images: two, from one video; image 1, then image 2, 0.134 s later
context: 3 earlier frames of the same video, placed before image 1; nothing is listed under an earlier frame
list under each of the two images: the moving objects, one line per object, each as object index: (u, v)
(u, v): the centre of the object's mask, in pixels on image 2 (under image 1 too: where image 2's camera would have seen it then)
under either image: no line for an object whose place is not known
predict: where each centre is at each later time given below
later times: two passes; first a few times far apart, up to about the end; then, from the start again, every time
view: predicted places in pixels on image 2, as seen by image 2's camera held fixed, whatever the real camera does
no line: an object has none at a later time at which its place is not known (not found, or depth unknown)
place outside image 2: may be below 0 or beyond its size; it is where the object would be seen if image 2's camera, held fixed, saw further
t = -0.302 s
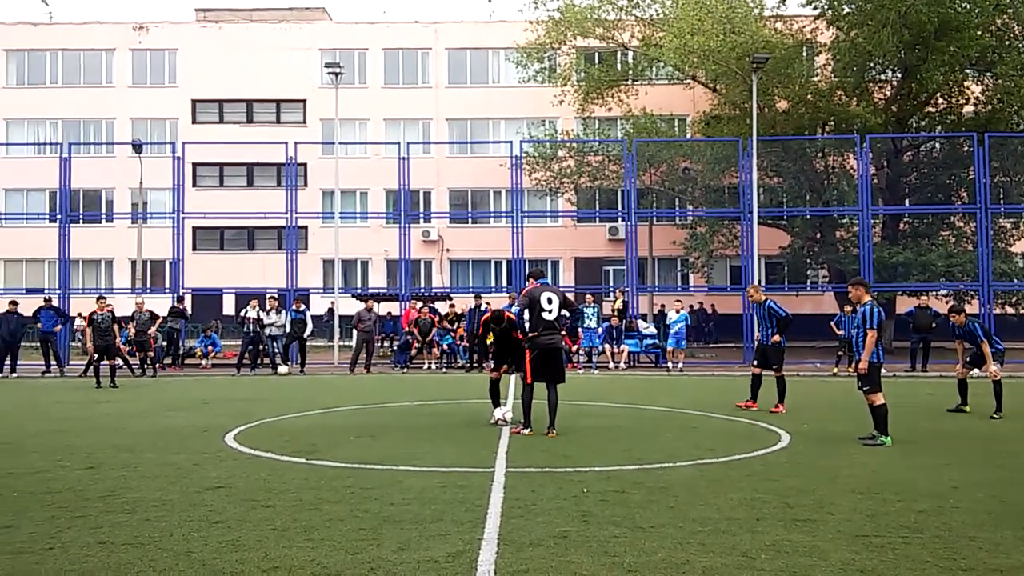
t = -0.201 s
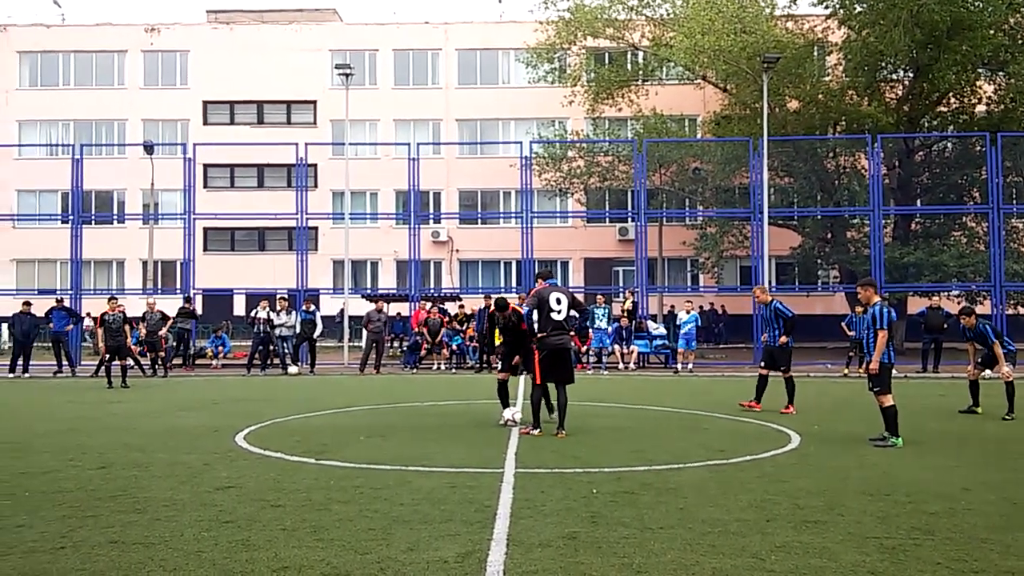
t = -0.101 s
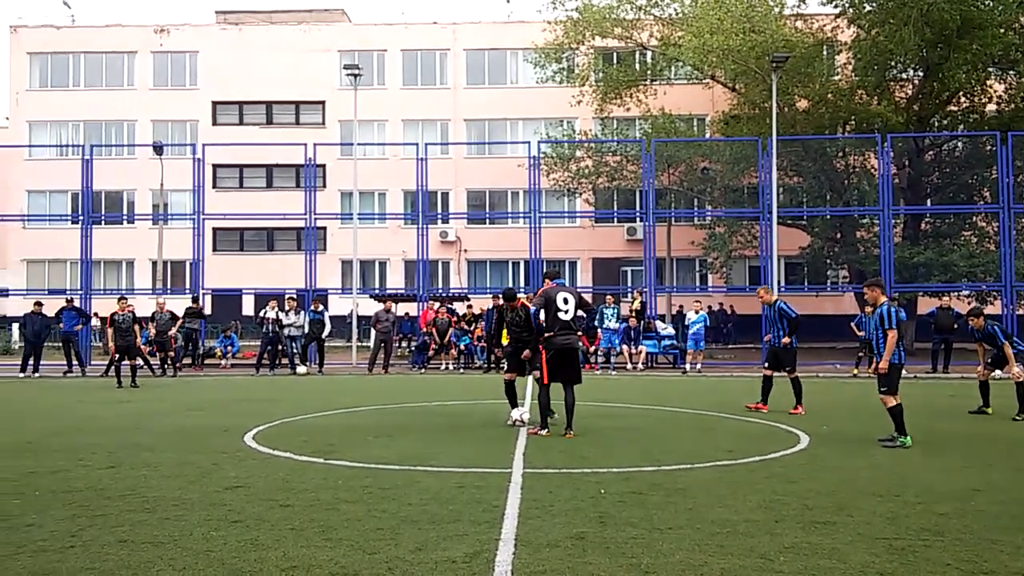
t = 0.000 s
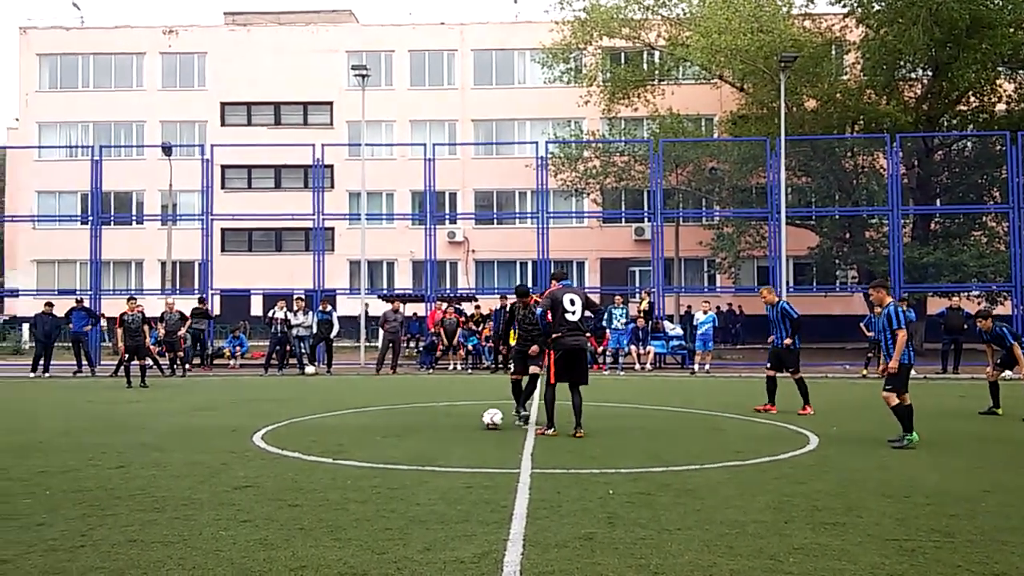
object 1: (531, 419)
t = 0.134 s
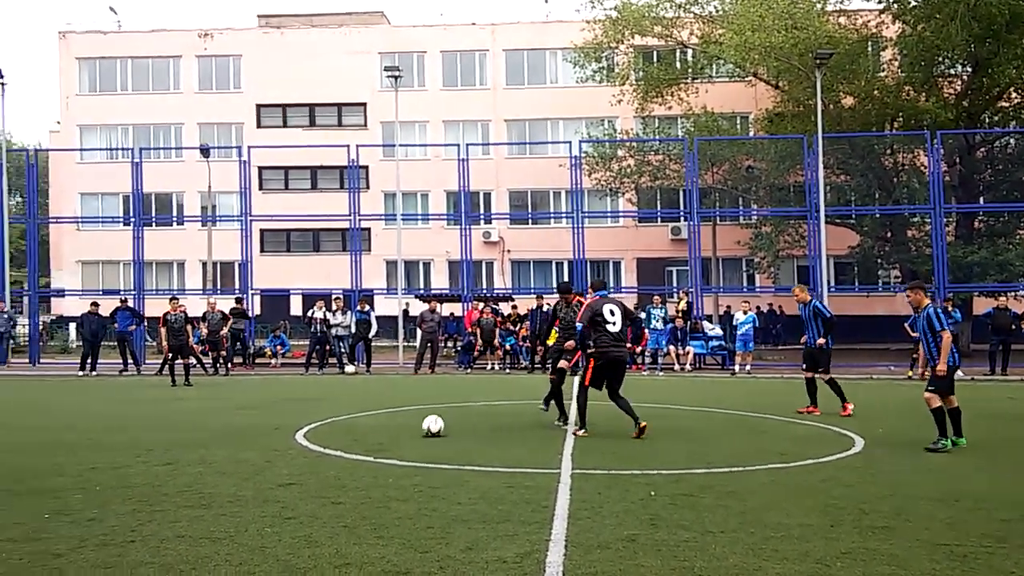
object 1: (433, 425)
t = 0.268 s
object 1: (331, 431)
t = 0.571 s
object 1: (104, 442)
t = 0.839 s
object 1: (-93, 455)
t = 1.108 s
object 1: (-321, 470)
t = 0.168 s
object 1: (408, 427)
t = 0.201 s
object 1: (382, 429)
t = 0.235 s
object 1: (356, 430)
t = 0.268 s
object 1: (331, 431)
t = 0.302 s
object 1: (306, 432)
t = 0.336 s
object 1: (281, 433)
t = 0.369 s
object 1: (255, 434)
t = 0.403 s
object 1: (230, 436)
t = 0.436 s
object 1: (204, 436)
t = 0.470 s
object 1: (178, 438)
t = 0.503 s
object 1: (153, 439)
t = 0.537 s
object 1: (128, 440)
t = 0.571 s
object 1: (104, 442)
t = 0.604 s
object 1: (79, 443)
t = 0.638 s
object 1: (55, 445)
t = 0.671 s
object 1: (31, 446)
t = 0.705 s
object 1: (7, 448)
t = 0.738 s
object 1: (-18, 450)
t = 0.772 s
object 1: (-43, 452)
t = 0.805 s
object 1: (-67, 453)
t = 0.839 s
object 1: (-93, 455)
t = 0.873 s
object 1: (-120, 457)
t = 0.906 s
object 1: (-148, 459)
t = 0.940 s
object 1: (-174, 460)
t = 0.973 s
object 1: (-202, 463)
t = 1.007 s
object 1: (-231, 465)
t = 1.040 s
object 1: (-261, 467)
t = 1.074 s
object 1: (-290, 468)
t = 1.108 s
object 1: (-321, 470)
